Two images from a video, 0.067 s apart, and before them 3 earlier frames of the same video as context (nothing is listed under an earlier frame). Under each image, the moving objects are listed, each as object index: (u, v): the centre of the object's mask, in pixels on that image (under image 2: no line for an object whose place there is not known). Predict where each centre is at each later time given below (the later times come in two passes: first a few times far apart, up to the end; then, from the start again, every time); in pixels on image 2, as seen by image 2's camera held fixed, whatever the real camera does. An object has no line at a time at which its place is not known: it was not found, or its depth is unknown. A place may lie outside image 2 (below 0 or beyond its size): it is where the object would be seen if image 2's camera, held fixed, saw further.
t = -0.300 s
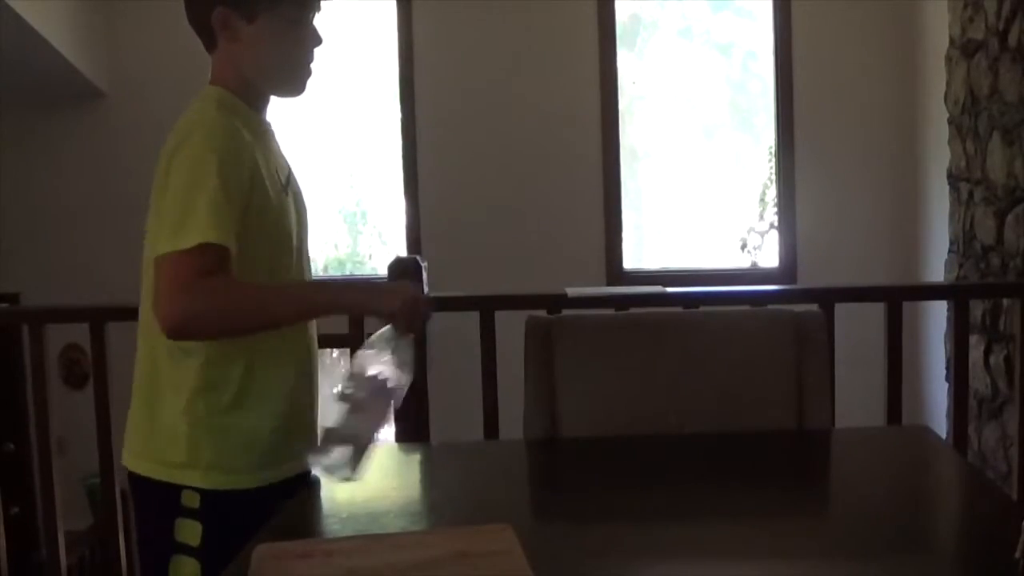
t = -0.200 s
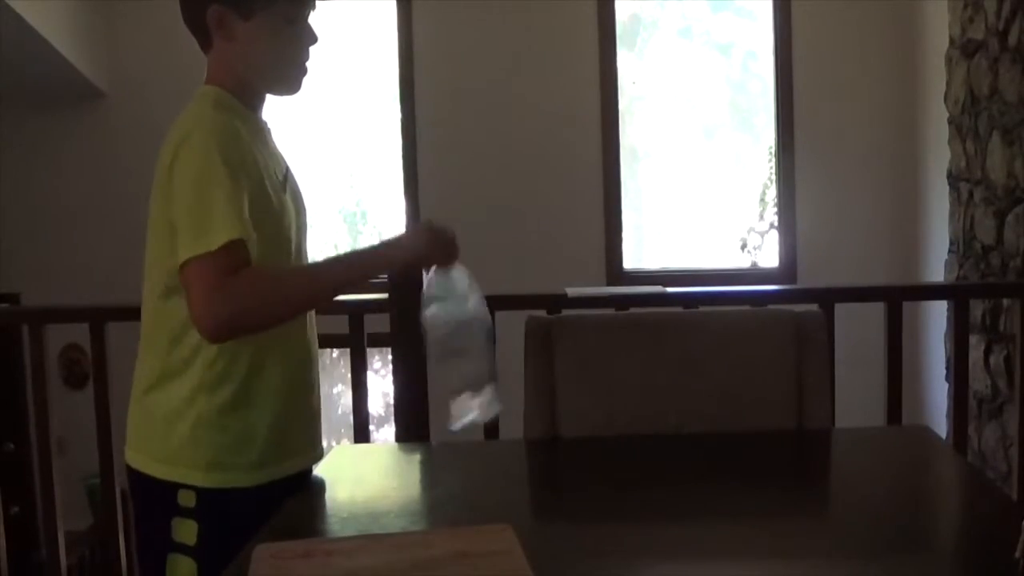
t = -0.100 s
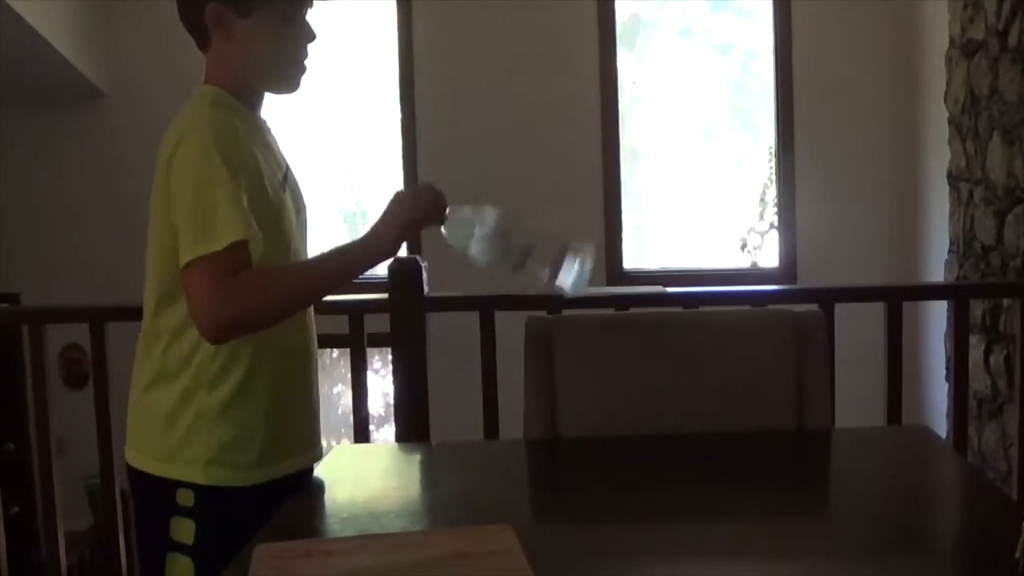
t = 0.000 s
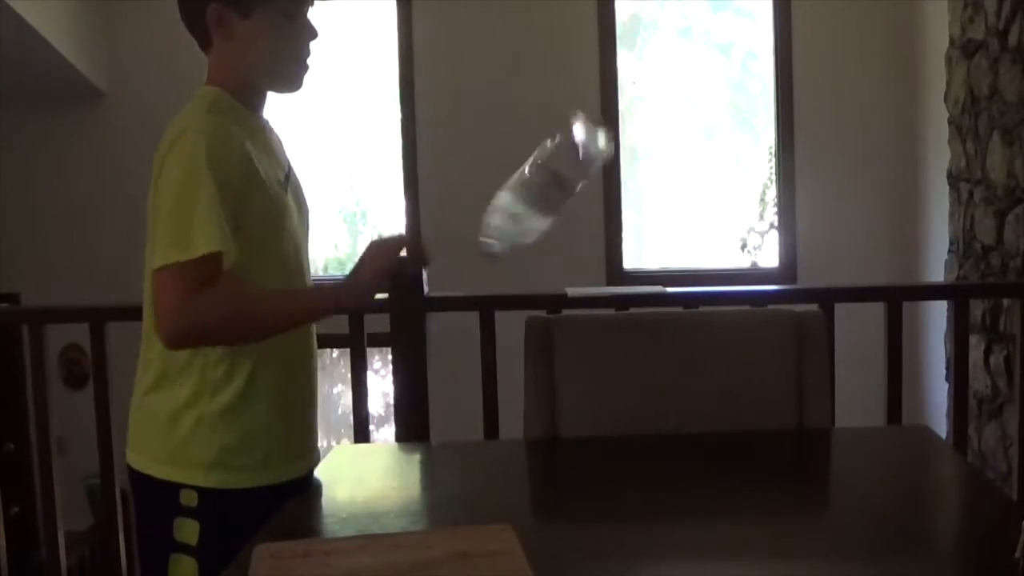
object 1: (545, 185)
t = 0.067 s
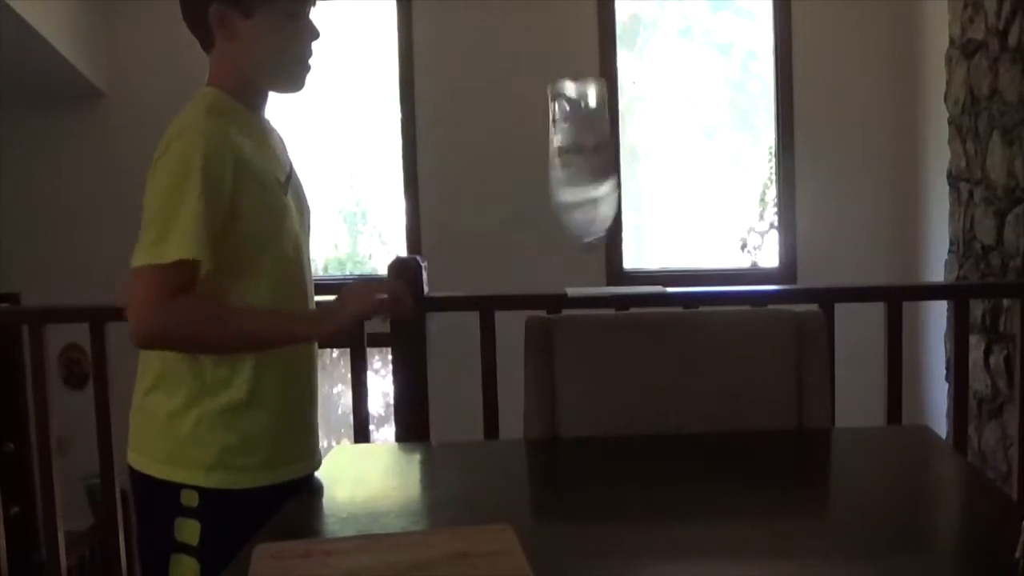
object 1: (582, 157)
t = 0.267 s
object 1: (622, 169)
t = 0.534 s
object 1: (599, 398)
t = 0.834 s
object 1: (592, 399)
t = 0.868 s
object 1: (592, 399)
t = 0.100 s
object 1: (597, 146)
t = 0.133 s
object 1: (611, 134)
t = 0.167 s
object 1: (617, 130)
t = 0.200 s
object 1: (626, 133)
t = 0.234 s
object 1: (624, 147)
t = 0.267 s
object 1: (622, 169)
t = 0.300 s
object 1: (623, 201)
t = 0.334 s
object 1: (614, 243)
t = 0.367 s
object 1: (613, 294)
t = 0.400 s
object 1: (613, 350)
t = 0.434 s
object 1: (605, 394)
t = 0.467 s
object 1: (601, 399)
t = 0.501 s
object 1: (601, 399)
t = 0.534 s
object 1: (599, 398)
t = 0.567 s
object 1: (597, 398)
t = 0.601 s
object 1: (595, 399)
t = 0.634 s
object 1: (594, 399)
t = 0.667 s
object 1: (593, 399)
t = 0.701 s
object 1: (592, 399)
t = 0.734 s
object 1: (592, 399)
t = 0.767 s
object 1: (592, 399)
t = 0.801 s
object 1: (592, 399)
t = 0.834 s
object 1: (592, 399)
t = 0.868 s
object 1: (592, 399)
